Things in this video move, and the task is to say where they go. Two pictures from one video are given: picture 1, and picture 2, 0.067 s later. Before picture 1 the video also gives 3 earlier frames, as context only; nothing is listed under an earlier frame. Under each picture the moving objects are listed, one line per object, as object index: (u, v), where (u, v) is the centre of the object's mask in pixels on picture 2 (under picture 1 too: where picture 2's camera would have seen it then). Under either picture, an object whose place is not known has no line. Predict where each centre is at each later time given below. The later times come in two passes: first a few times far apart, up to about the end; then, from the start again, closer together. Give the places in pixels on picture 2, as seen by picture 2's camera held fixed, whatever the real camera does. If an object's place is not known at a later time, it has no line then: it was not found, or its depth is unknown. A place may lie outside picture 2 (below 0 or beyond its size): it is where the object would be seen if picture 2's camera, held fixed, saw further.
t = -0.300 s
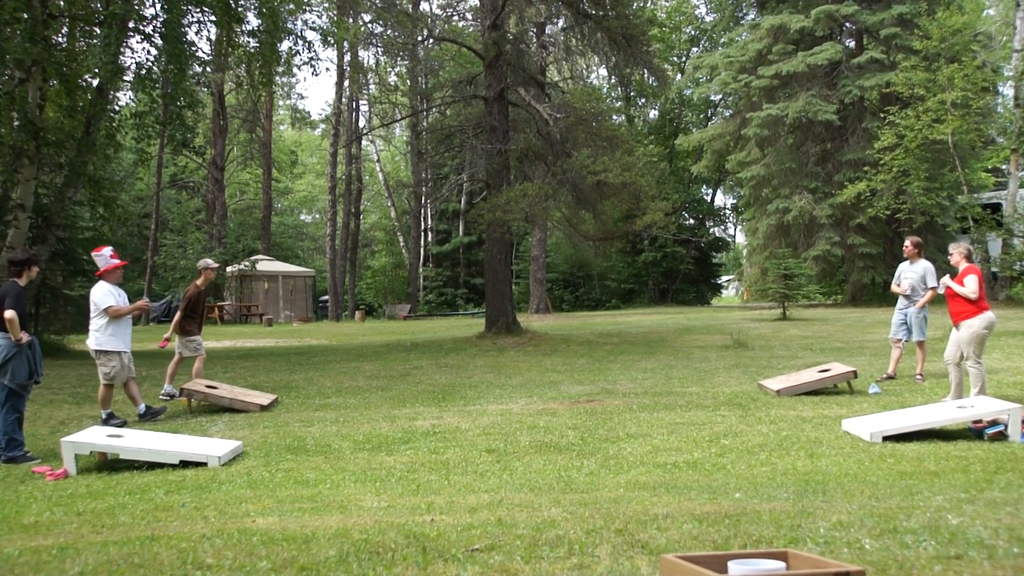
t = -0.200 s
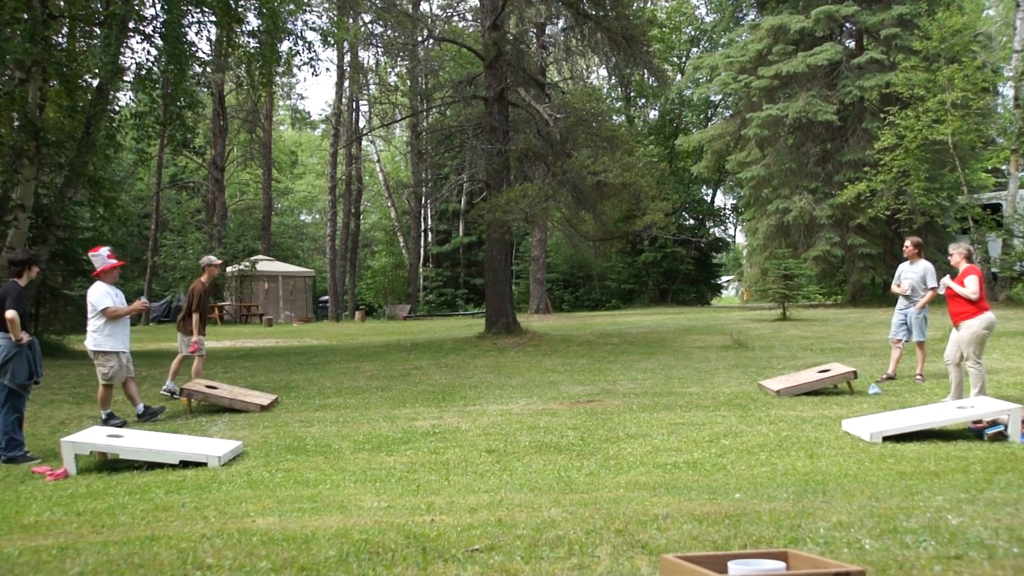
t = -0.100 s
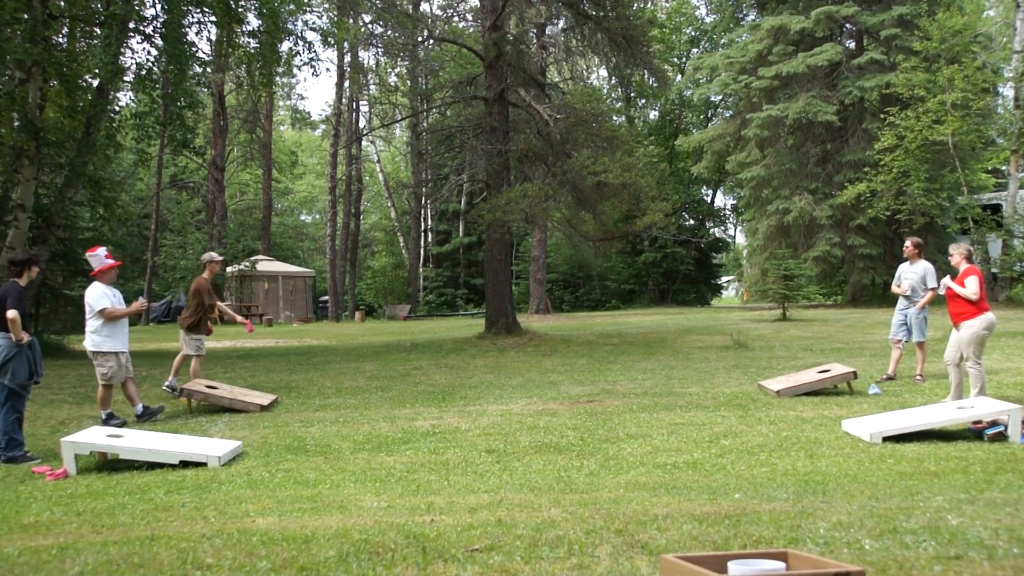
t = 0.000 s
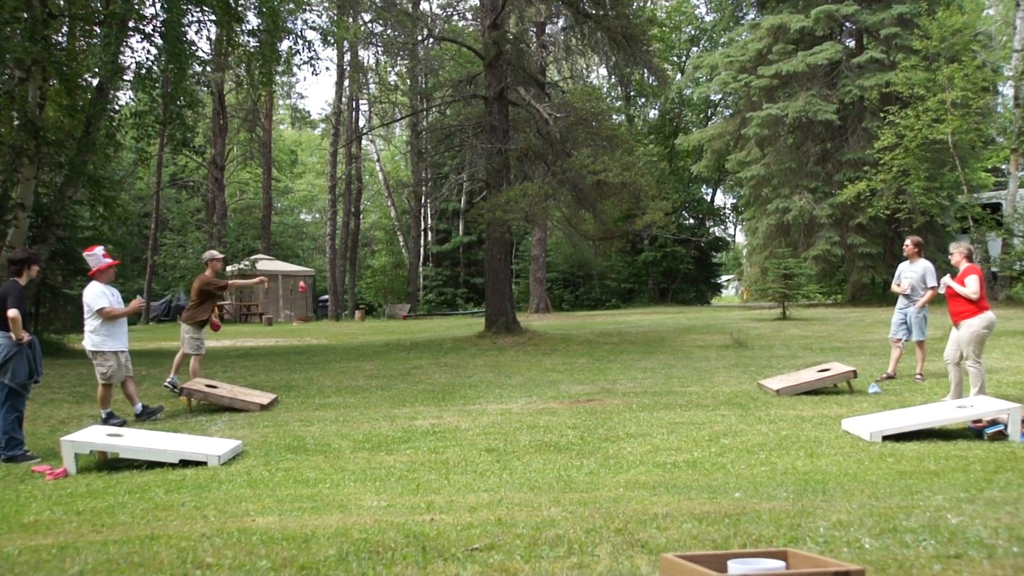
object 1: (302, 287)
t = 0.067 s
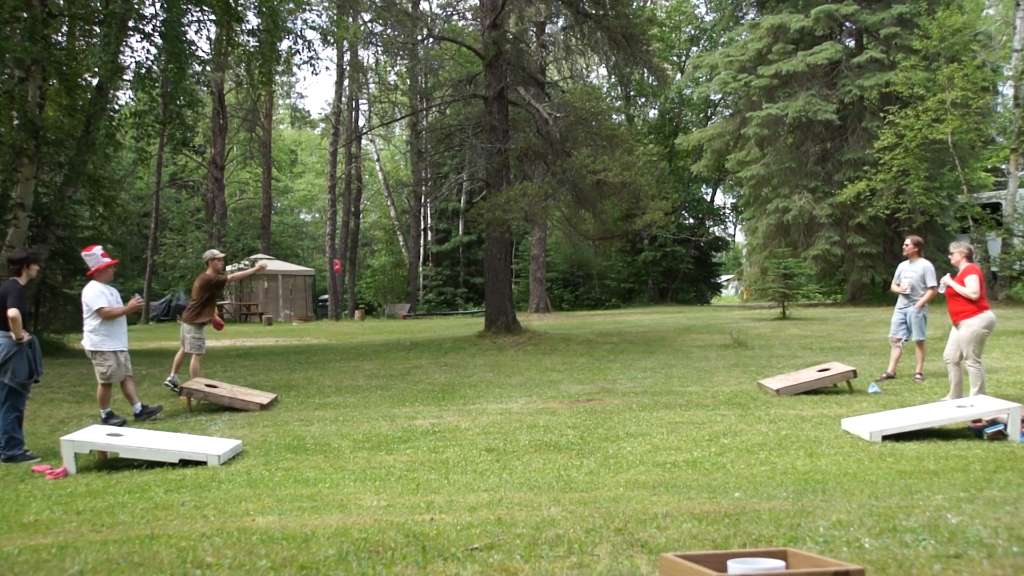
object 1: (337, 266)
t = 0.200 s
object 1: (407, 237)
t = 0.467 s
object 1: (548, 225)
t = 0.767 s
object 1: (705, 292)
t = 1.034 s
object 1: (811, 372)
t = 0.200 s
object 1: (407, 237)
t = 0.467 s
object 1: (548, 225)
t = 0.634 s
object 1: (636, 251)
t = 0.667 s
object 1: (653, 259)
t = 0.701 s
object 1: (671, 269)
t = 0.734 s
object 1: (688, 280)
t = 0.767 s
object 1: (705, 292)
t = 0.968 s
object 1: (805, 377)
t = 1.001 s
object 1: (807, 374)
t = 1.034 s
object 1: (811, 372)
